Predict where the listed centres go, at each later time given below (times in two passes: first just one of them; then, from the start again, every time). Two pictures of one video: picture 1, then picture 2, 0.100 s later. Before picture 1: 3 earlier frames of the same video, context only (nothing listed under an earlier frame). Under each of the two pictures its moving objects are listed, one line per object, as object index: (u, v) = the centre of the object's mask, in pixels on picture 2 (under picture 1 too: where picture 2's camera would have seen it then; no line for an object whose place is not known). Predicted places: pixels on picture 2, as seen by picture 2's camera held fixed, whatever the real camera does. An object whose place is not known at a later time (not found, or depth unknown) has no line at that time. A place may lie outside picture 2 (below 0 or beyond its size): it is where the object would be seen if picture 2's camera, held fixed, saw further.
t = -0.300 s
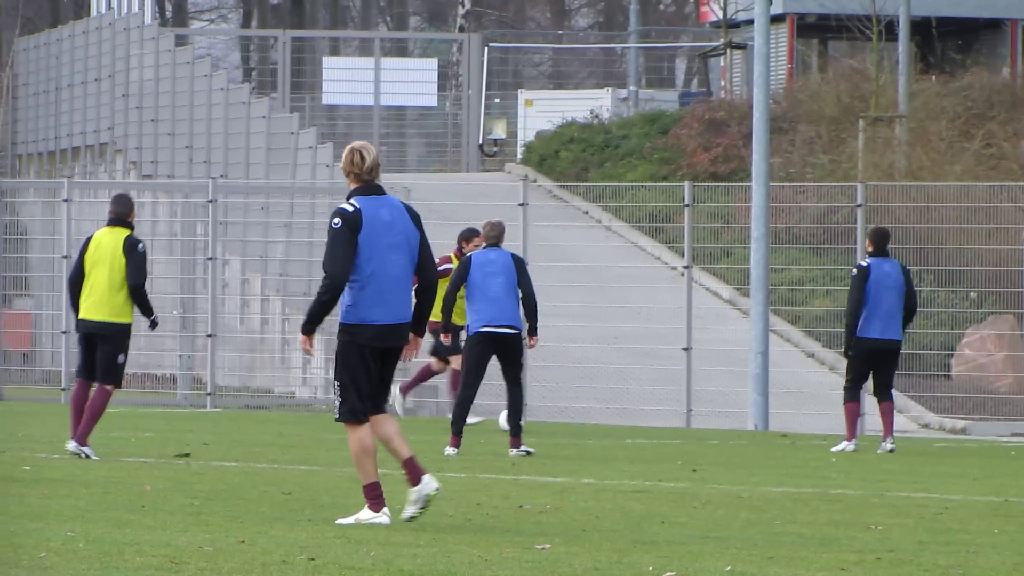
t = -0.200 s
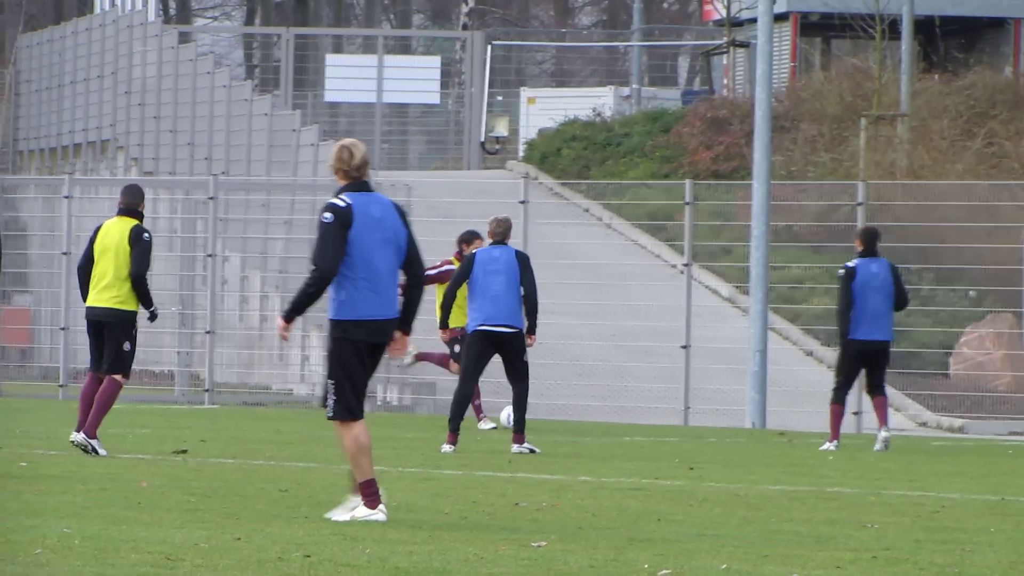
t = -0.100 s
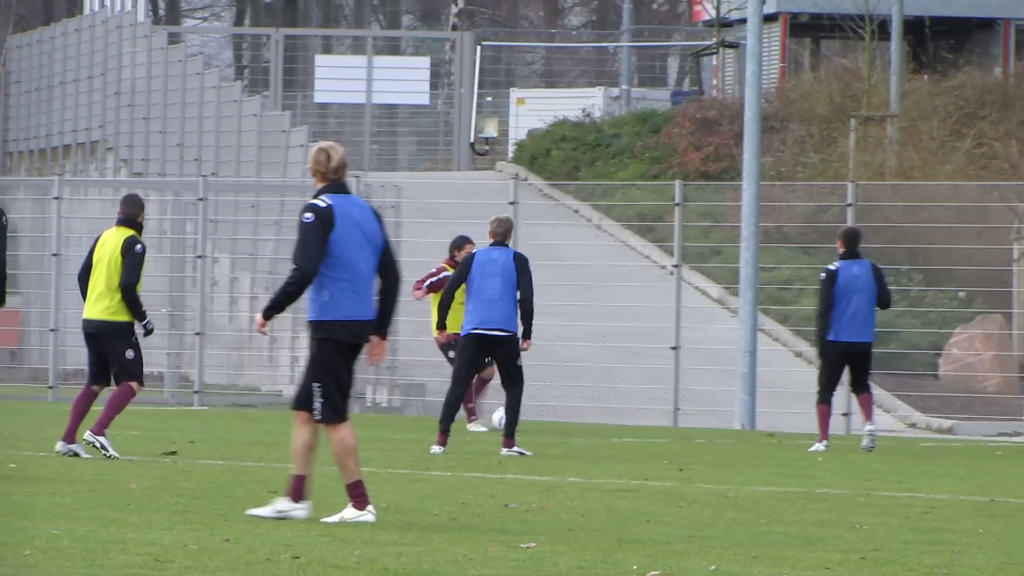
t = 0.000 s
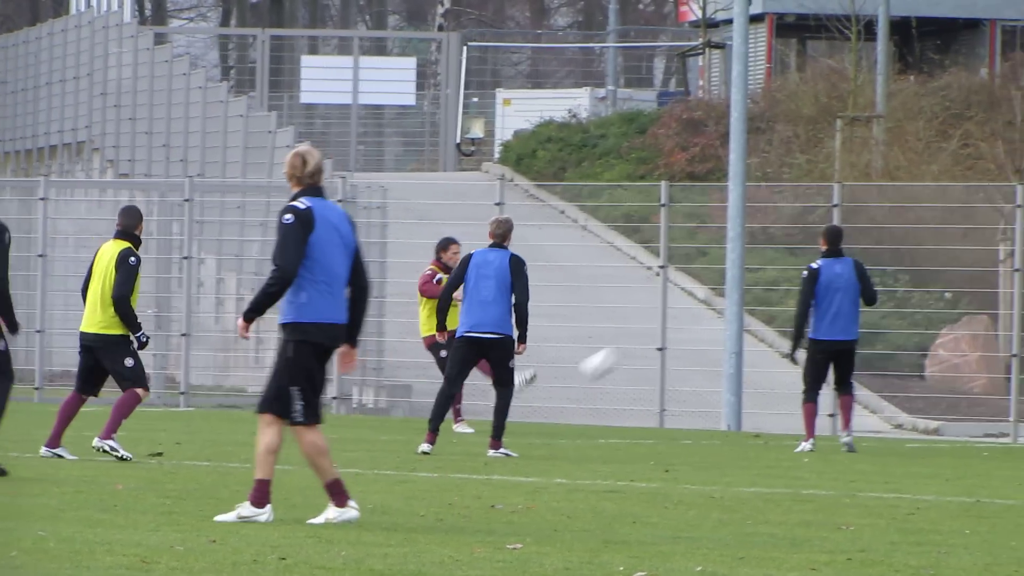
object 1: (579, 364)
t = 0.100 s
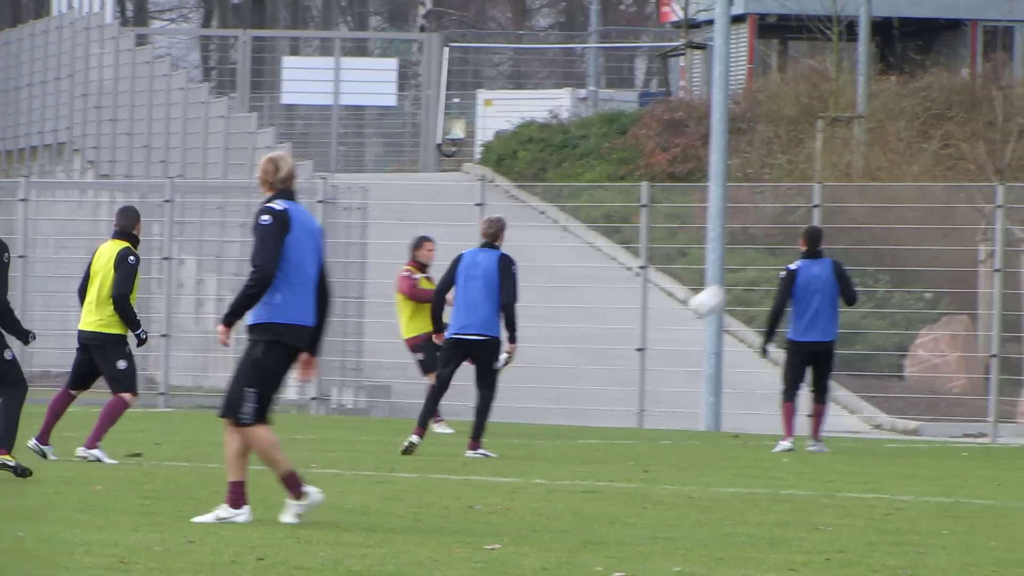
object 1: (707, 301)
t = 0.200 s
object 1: (837, 244)
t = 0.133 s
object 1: (748, 282)
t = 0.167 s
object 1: (785, 262)
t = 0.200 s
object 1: (837, 244)
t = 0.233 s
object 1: (873, 228)
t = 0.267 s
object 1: (915, 211)
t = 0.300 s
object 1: (955, 196)
